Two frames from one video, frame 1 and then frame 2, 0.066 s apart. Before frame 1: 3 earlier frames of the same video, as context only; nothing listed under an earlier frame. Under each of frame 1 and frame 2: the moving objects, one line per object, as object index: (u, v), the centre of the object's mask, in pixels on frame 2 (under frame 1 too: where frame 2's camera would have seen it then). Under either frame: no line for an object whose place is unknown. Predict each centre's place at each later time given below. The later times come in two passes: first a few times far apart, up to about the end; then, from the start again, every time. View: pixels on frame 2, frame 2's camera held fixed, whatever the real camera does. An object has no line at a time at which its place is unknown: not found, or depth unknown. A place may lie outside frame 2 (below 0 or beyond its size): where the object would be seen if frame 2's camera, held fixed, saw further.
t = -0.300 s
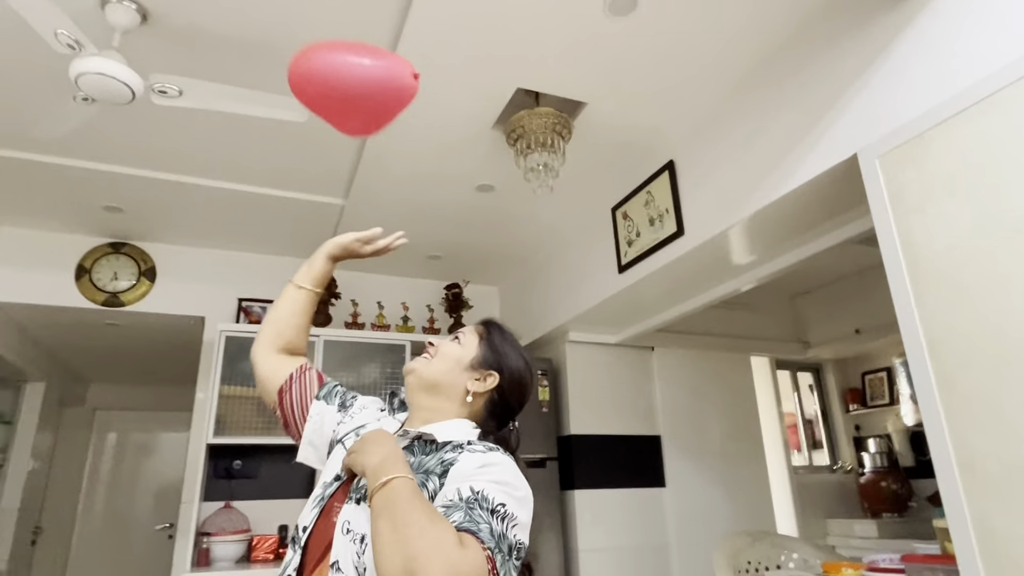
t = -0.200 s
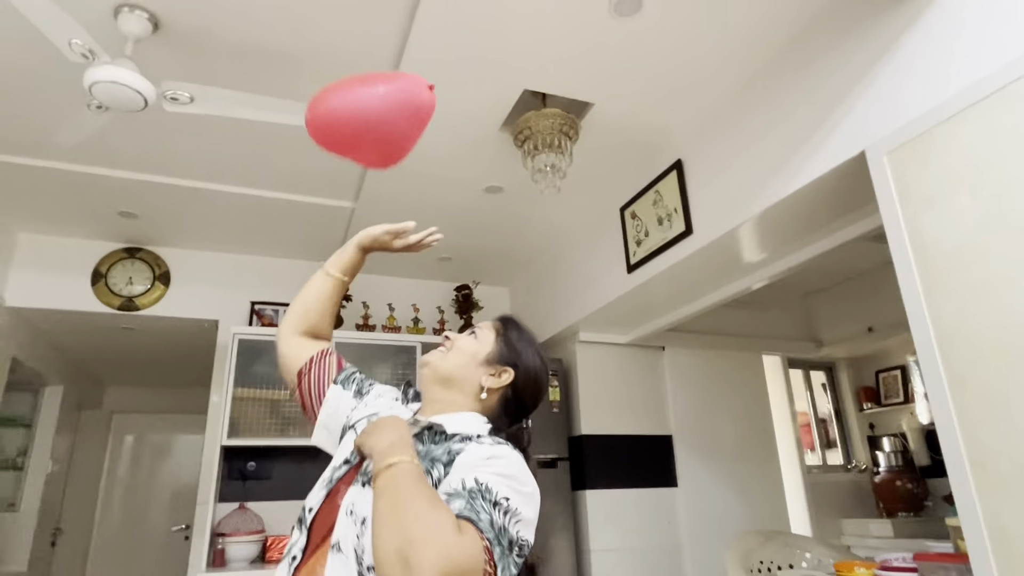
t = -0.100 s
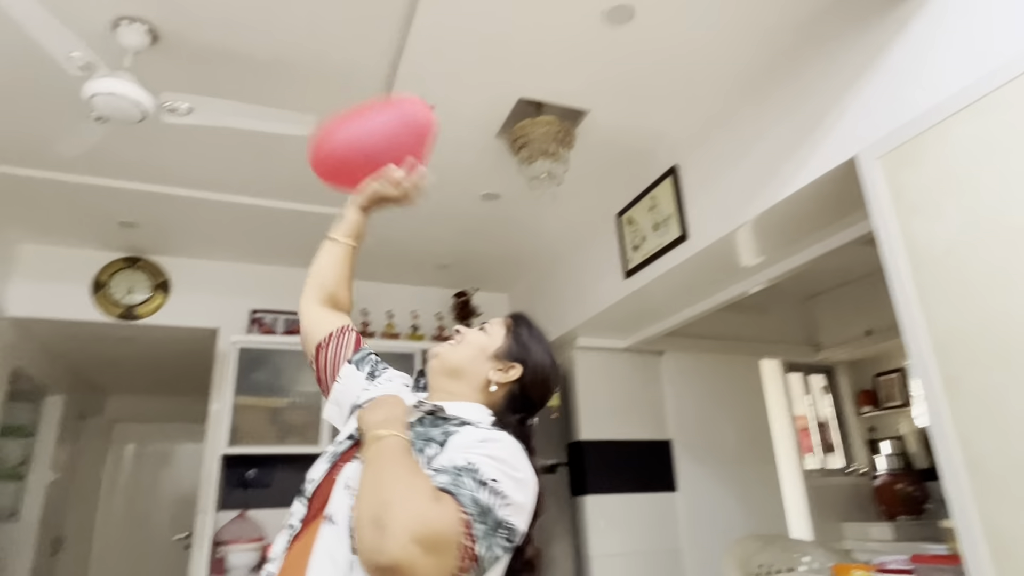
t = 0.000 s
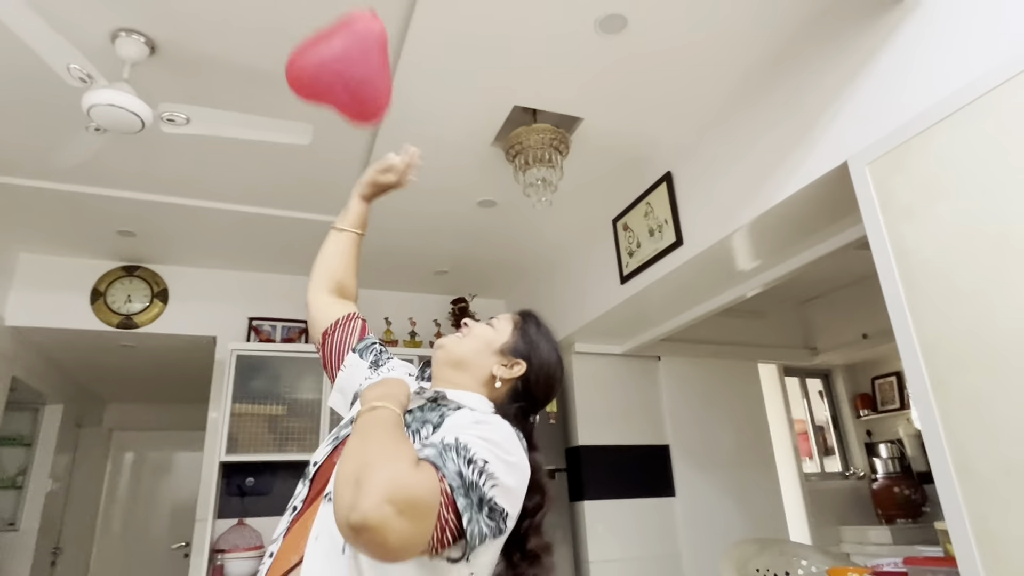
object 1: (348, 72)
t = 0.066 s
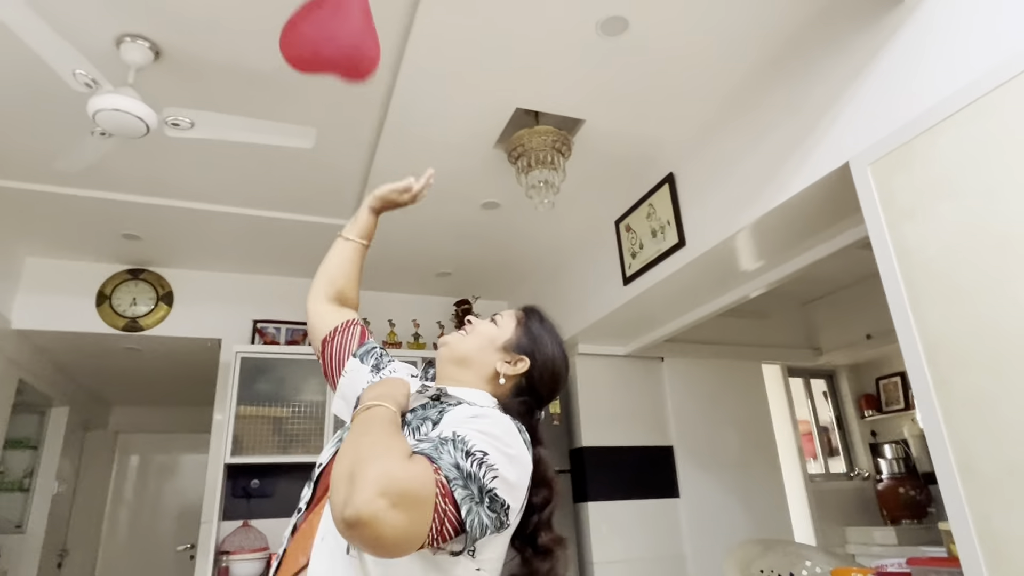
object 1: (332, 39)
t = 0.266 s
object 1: (320, 9)
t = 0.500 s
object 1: (317, 10)
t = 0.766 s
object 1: (313, 11)
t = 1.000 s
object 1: (310, 25)
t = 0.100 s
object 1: (327, 30)
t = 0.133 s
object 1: (324, 24)
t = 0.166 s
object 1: (322, 18)
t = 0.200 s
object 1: (321, 14)
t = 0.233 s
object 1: (320, 11)
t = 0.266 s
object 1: (320, 9)
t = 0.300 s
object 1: (319, 7)
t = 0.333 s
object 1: (319, 6)
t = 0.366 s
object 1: (318, 6)
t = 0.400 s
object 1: (318, 7)
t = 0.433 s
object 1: (318, 7)
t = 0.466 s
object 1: (317, 9)
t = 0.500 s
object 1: (317, 10)
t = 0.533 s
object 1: (318, 11)
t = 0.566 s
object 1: (317, 11)
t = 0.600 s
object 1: (317, 11)
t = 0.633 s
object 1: (317, 10)
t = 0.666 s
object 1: (317, 10)
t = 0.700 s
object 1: (316, 10)
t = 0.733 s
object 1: (315, 10)
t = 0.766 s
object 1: (313, 11)
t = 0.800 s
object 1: (313, 12)
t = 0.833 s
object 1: (312, 13)
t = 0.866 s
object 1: (312, 16)
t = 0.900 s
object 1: (311, 18)
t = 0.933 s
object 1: (311, 20)
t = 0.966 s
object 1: (310, 23)
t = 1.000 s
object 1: (310, 25)
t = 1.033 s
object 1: (309, 29)
